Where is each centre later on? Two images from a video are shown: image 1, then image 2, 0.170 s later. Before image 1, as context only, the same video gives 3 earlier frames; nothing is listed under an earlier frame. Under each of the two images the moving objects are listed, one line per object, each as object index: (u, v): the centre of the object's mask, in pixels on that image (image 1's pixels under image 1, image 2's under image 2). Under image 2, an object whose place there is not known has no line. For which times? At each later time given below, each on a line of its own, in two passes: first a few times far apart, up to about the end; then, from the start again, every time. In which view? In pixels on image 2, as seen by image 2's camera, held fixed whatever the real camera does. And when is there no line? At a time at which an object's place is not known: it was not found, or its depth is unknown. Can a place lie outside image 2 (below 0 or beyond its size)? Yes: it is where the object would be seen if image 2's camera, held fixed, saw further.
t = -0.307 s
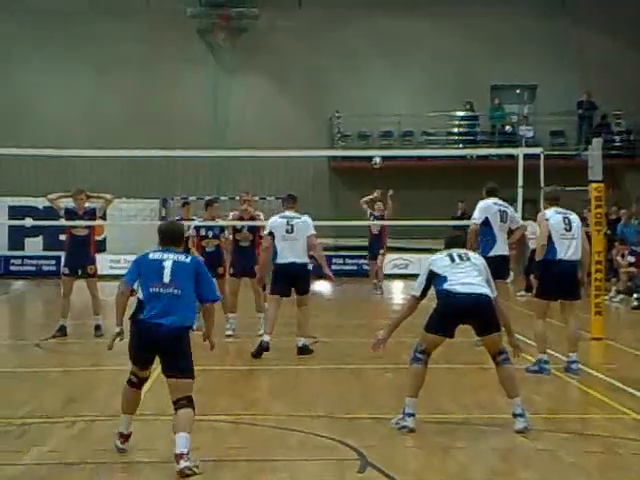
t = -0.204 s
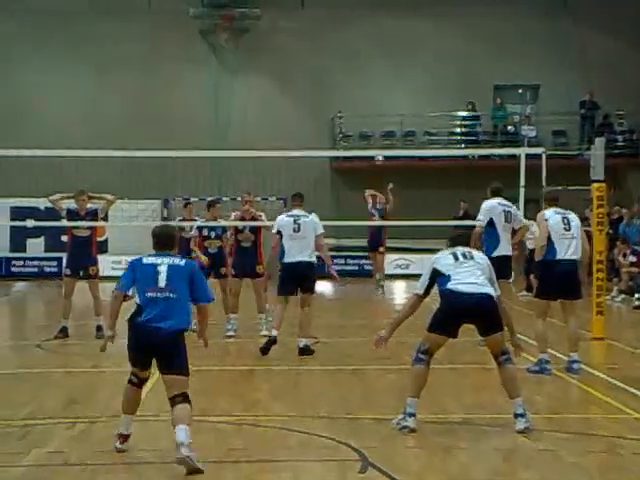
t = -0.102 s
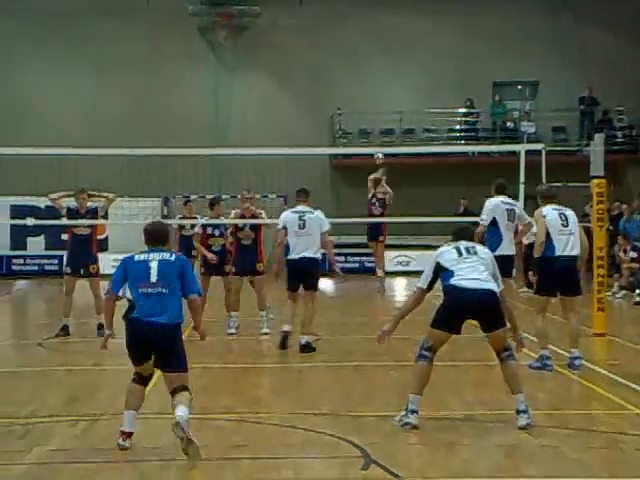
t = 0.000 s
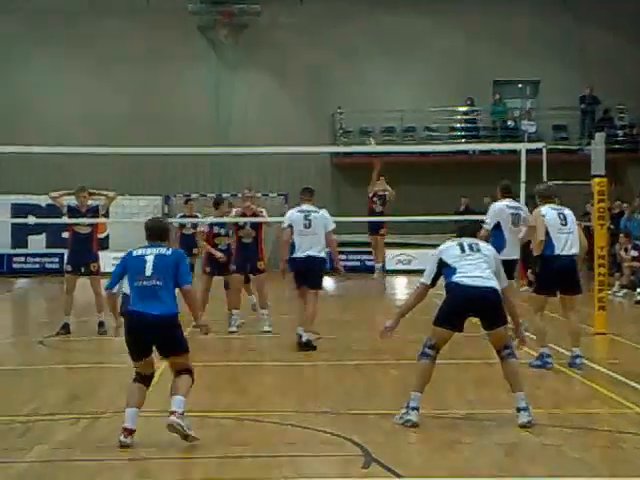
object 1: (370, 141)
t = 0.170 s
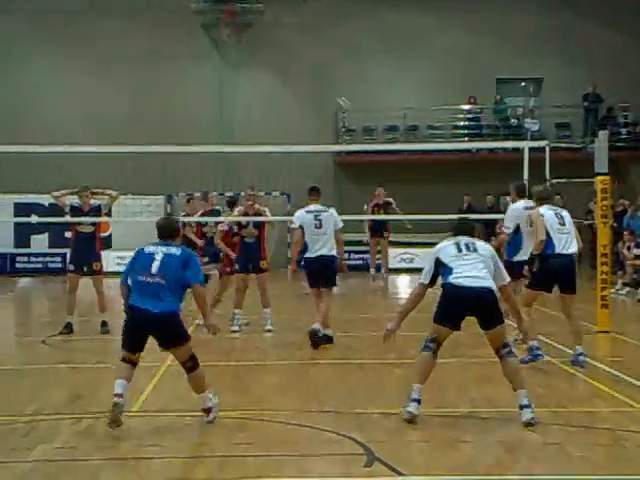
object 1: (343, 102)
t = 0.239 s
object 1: (331, 92)
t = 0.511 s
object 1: (266, 77)
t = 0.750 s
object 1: (184, 112)
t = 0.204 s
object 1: (337, 97)
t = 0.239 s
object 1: (331, 92)
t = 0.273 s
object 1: (324, 89)
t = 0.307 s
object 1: (320, 86)
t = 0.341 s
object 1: (309, 81)
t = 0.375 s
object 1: (300, 79)
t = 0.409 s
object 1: (292, 77)
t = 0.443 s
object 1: (283, 76)
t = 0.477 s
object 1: (274, 77)
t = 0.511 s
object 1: (266, 77)
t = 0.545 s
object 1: (255, 78)
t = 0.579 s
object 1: (244, 84)
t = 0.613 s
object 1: (233, 87)
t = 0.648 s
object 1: (221, 93)
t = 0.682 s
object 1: (209, 97)
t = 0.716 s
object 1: (198, 103)
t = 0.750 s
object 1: (184, 112)
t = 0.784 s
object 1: (169, 121)
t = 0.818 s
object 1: (153, 132)
